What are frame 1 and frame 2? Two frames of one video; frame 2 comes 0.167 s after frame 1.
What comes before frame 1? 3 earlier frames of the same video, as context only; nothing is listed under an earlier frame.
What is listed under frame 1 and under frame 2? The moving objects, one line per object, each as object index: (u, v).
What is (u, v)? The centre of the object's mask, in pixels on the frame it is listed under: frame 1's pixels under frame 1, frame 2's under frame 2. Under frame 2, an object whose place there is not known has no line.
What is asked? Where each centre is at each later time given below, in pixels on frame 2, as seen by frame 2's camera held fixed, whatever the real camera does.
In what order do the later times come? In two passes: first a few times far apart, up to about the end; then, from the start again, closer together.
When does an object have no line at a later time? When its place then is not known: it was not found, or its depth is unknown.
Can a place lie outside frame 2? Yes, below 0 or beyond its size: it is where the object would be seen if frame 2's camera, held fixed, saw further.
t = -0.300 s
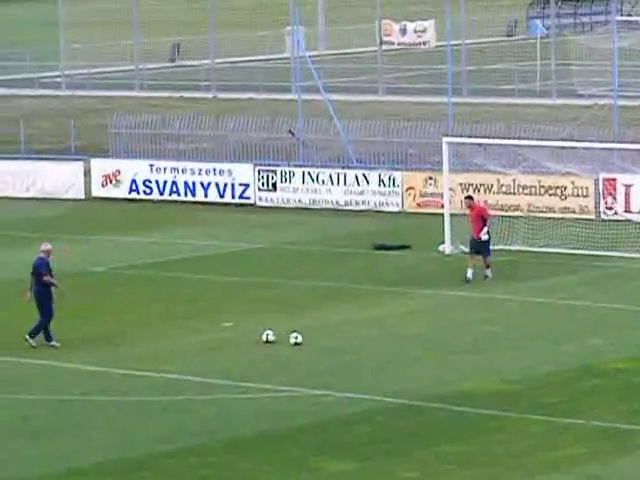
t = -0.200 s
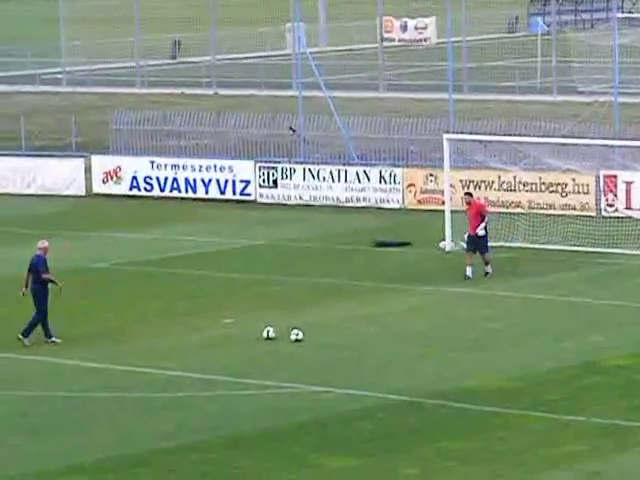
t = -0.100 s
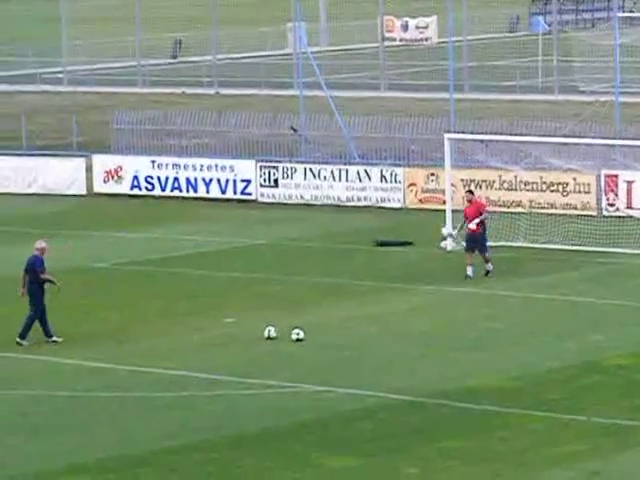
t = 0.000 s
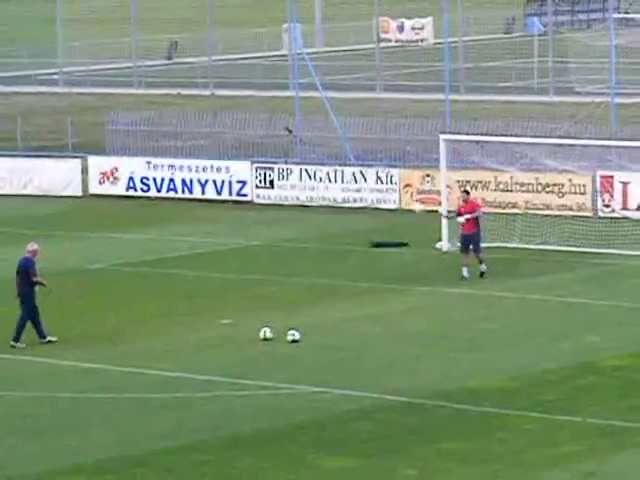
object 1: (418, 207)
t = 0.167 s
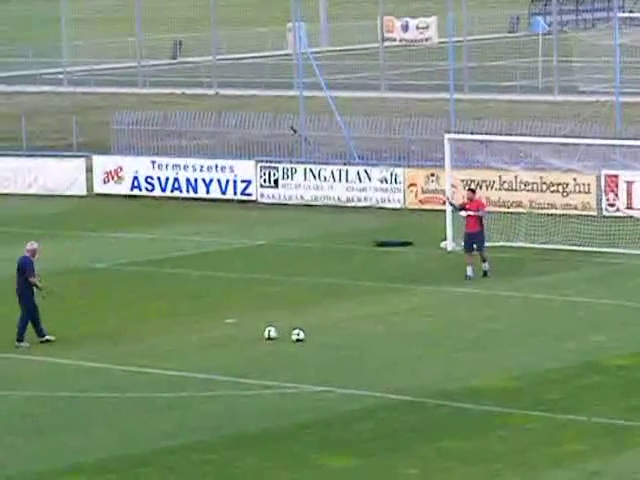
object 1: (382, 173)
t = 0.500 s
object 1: (297, 155)
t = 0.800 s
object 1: (223, 190)
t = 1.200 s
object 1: (121, 303)
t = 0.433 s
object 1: (313, 155)
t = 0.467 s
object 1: (305, 154)
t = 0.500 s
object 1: (297, 155)
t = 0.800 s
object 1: (223, 190)
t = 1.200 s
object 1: (121, 303)
